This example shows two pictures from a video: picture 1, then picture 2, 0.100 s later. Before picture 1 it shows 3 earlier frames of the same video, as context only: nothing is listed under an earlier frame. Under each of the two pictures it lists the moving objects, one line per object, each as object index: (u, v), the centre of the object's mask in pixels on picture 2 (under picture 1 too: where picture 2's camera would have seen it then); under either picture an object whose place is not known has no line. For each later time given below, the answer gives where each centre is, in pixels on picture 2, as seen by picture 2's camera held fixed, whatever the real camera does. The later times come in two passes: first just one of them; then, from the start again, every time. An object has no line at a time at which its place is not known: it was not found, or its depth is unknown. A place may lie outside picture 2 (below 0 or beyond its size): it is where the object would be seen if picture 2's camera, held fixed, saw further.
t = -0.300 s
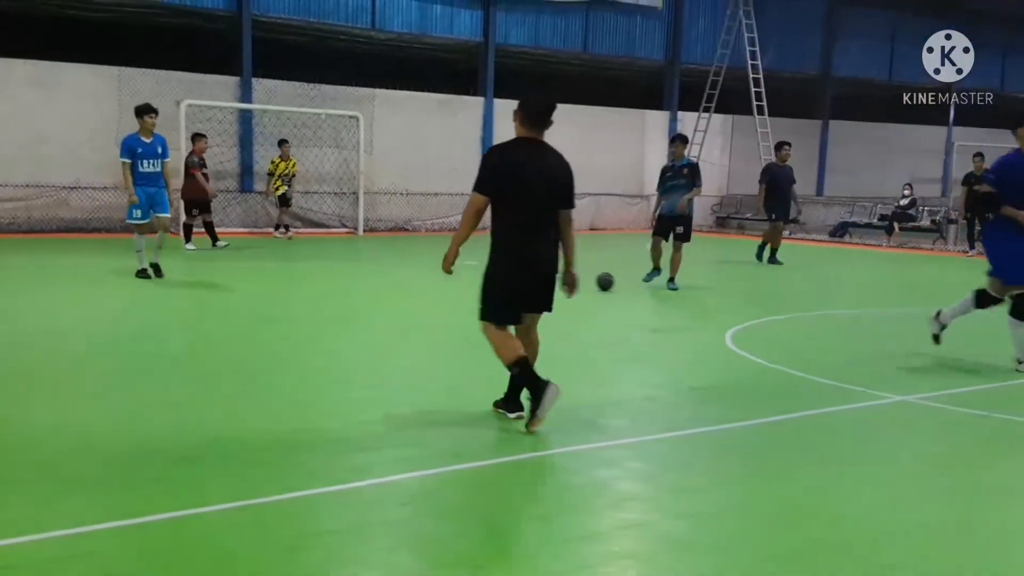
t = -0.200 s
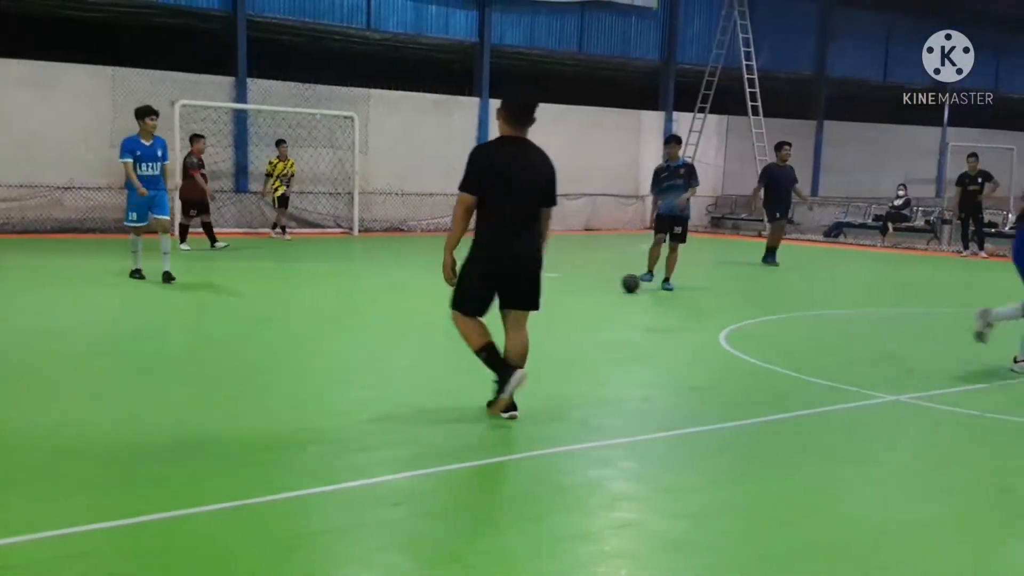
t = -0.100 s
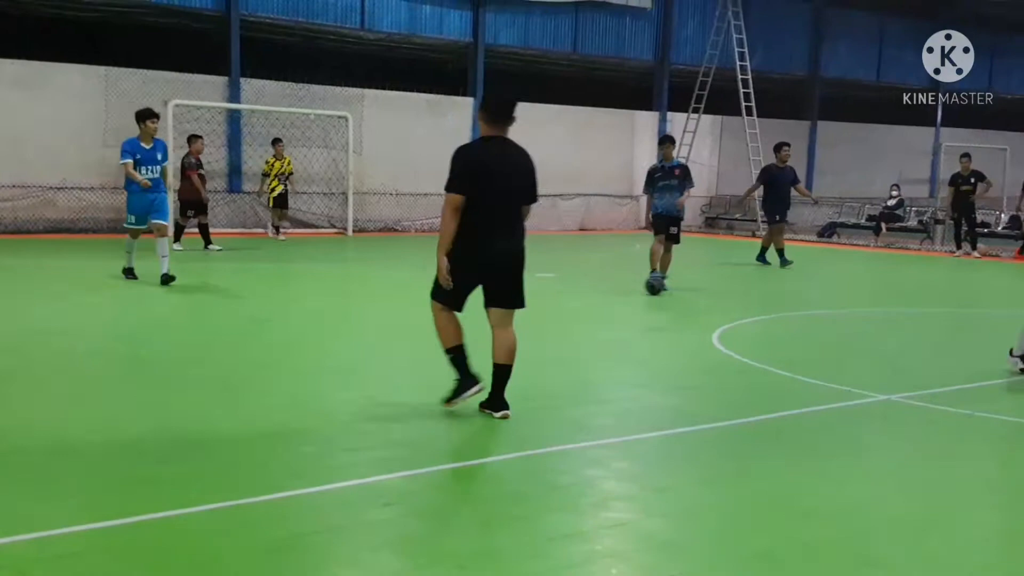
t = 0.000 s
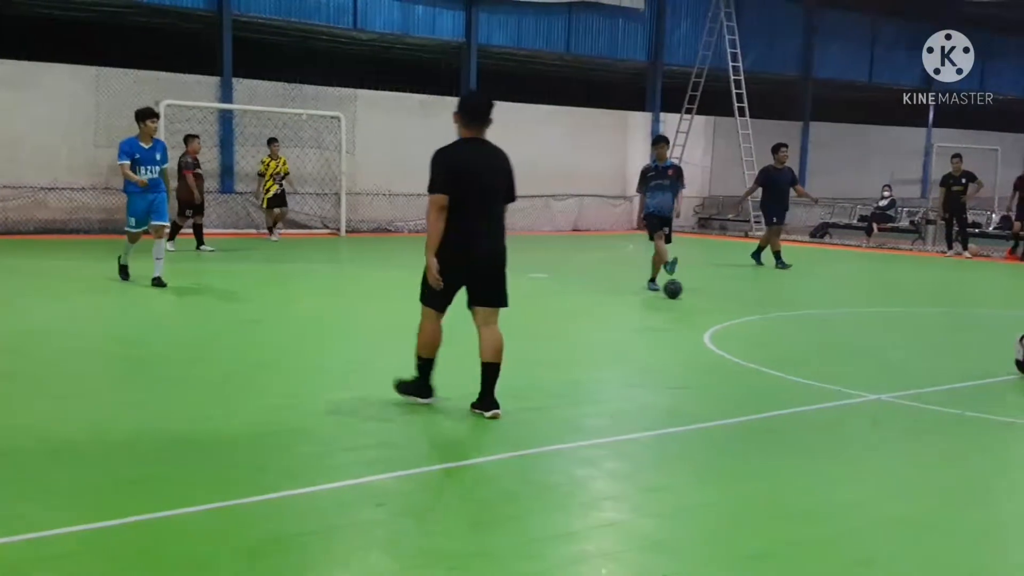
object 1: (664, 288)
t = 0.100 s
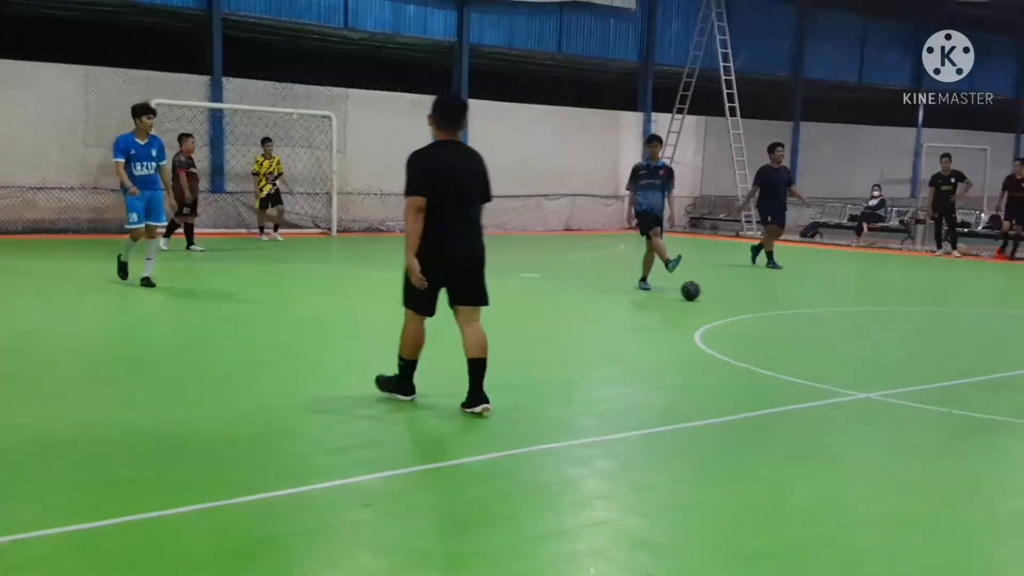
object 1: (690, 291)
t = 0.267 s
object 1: (735, 296)
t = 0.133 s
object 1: (699, 292)
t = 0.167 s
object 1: (708, 293)
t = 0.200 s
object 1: (717, 293)
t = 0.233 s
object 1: (726, 295)
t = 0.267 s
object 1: (735, 296)
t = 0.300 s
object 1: (744, 296)
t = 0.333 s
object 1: (753, 298)
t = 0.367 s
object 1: (763, 299)
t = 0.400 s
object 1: (770, 300)
